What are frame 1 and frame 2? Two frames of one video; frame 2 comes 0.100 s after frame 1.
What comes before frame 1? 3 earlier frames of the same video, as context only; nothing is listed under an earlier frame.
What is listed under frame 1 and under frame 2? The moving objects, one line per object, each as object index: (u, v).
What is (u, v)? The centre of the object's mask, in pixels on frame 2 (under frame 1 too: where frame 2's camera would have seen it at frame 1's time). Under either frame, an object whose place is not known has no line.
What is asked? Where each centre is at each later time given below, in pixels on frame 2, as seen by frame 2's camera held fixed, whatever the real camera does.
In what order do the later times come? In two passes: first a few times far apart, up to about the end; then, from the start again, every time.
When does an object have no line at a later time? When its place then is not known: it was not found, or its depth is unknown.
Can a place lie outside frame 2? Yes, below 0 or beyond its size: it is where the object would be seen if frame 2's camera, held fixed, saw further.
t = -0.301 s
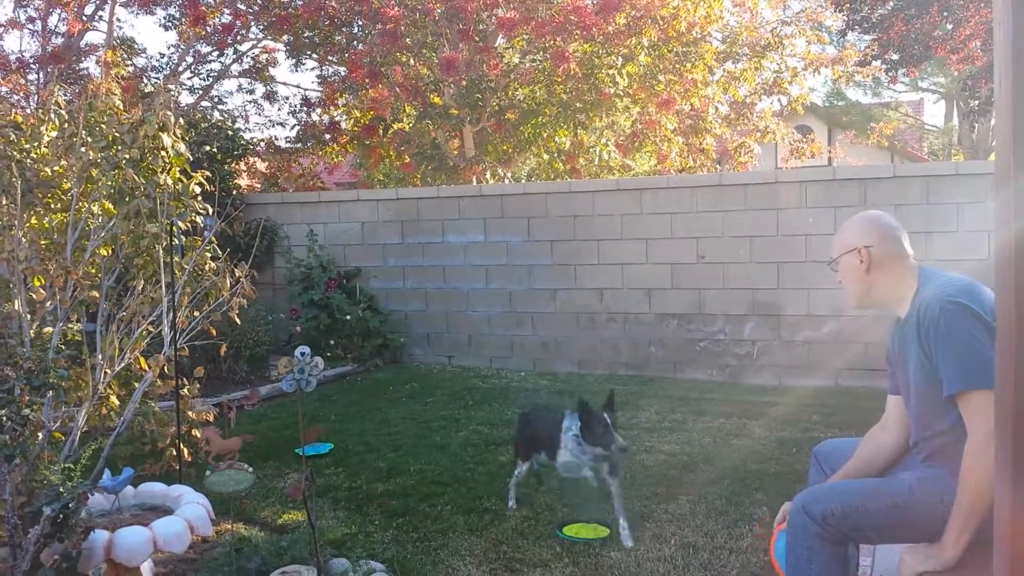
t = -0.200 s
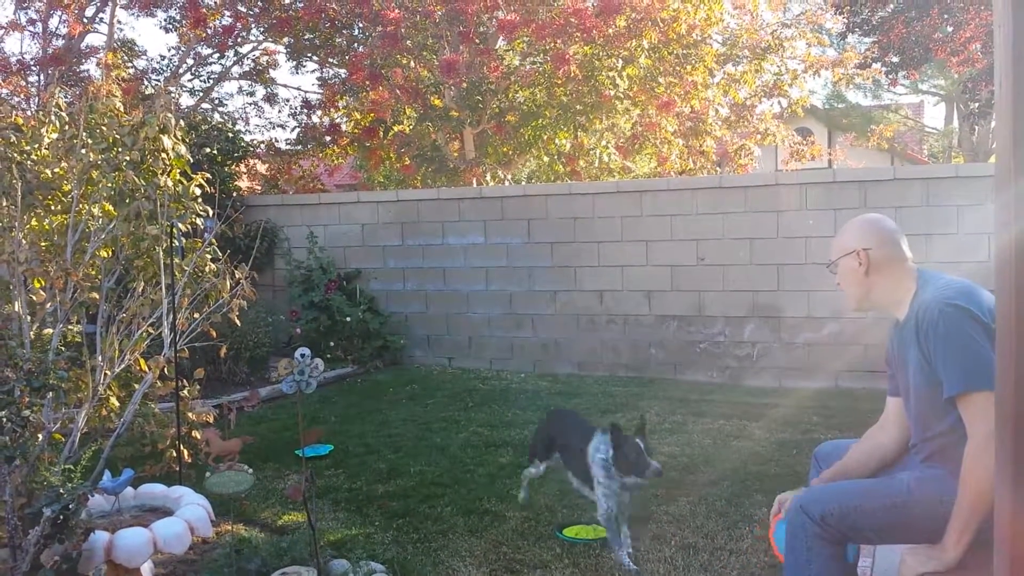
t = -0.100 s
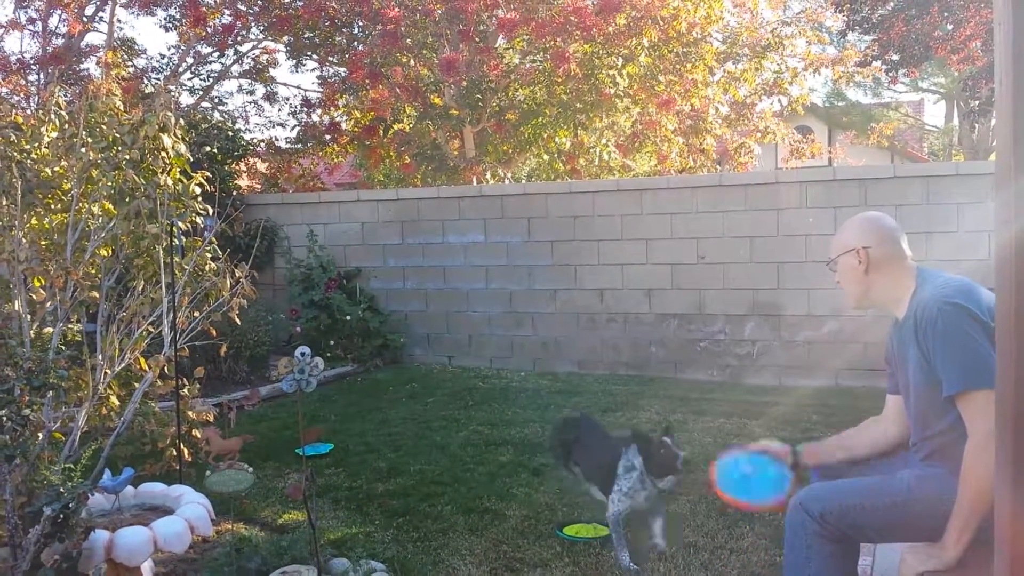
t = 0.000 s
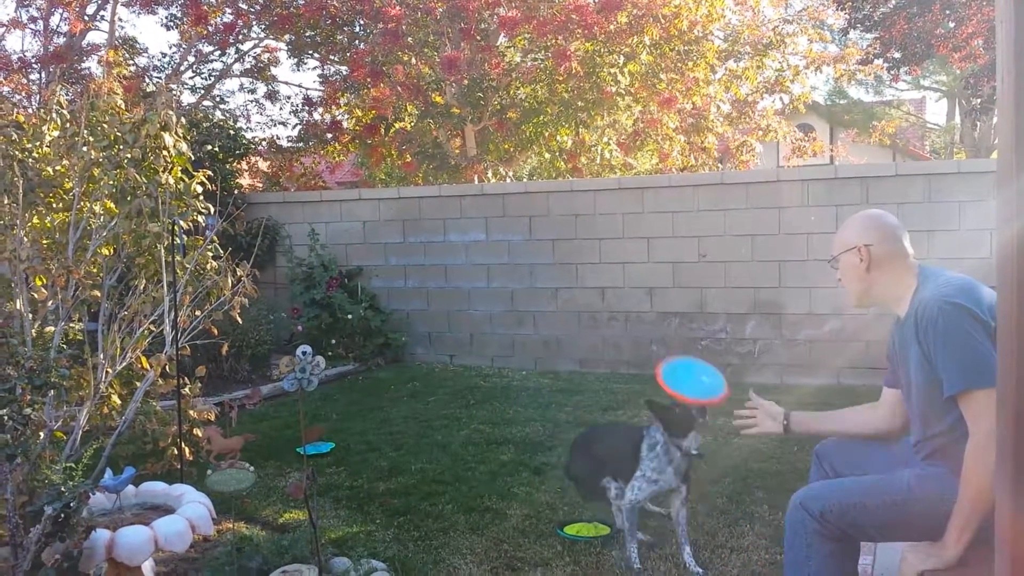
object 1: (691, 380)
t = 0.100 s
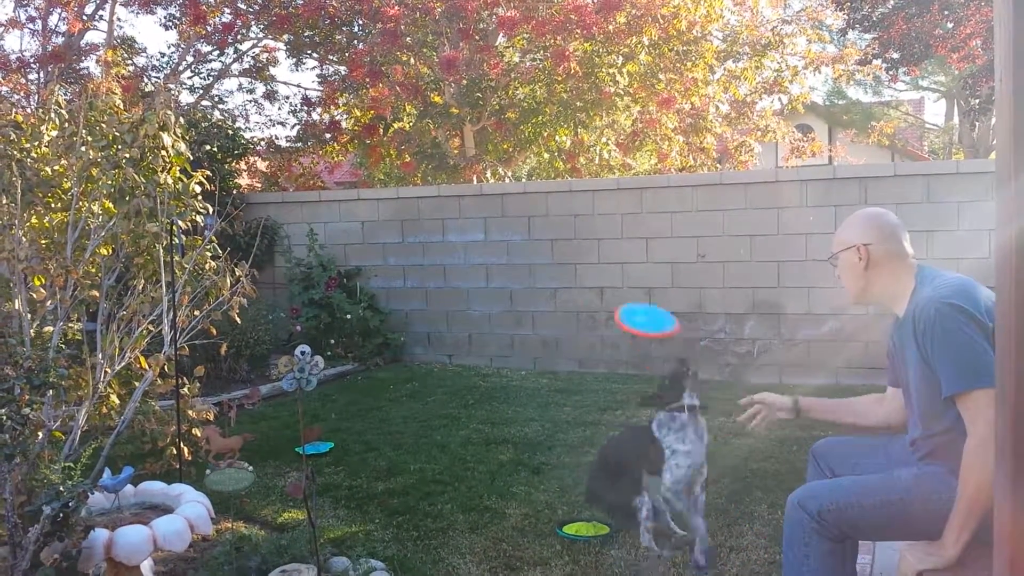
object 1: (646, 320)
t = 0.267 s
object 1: (593, 280)
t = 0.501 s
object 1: (543, 291)
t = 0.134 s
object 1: (634, 307)
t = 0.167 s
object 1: (622, 297)
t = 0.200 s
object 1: (612, 290)
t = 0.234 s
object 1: (602, 284)
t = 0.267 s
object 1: (593, 280)
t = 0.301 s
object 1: (585, 278)
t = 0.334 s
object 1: (576, 278)
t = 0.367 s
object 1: (569, 279)
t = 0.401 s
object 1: (562, 280)
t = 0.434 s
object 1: (556, 283)
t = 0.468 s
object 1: (549, 286)
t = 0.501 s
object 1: (543, 291)
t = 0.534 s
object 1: (538, 296)
